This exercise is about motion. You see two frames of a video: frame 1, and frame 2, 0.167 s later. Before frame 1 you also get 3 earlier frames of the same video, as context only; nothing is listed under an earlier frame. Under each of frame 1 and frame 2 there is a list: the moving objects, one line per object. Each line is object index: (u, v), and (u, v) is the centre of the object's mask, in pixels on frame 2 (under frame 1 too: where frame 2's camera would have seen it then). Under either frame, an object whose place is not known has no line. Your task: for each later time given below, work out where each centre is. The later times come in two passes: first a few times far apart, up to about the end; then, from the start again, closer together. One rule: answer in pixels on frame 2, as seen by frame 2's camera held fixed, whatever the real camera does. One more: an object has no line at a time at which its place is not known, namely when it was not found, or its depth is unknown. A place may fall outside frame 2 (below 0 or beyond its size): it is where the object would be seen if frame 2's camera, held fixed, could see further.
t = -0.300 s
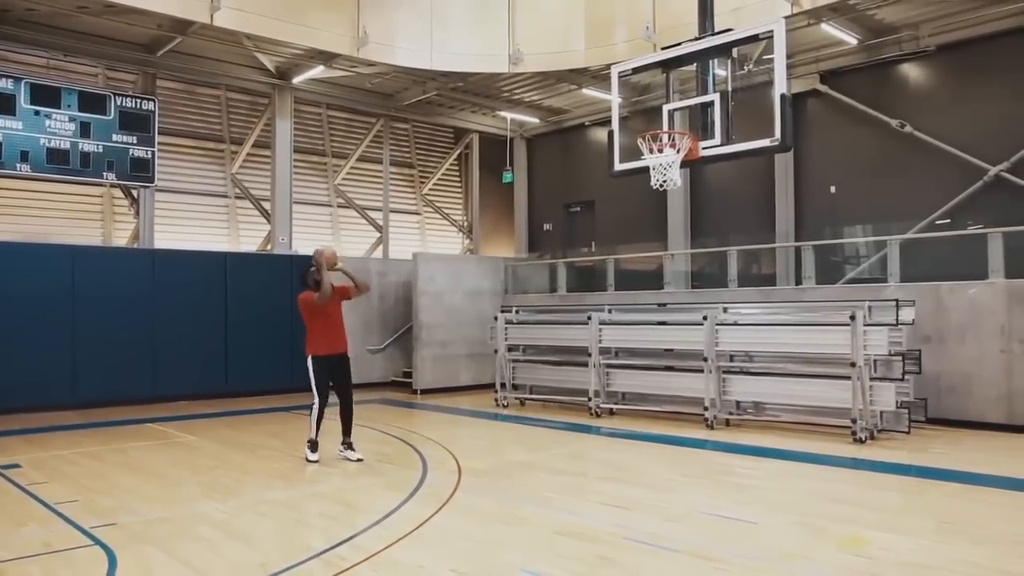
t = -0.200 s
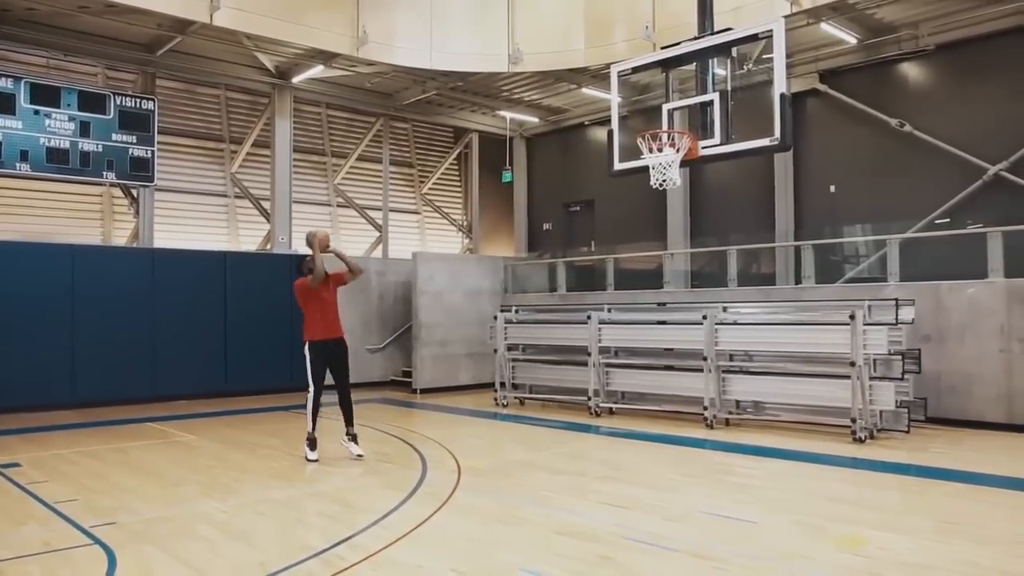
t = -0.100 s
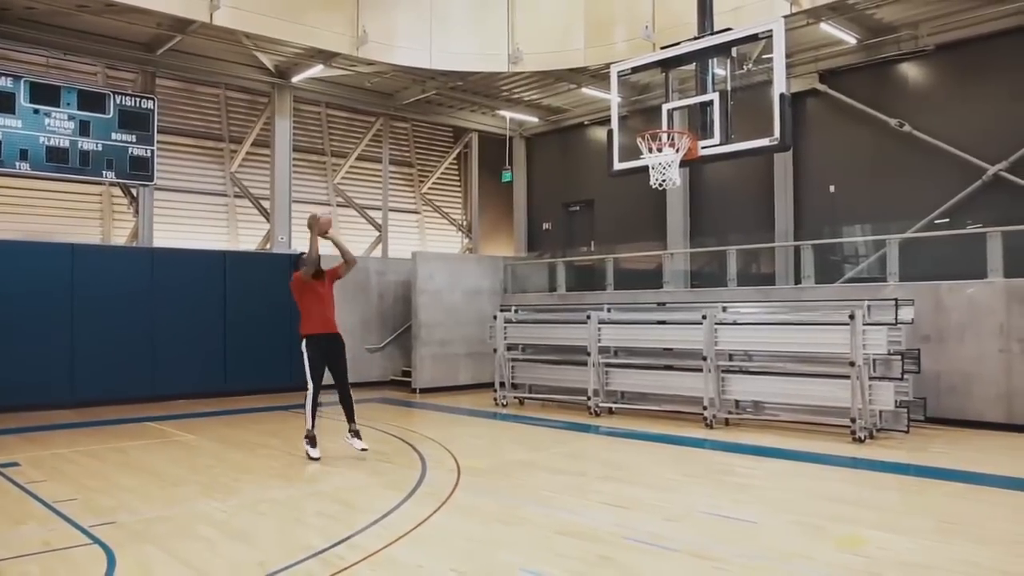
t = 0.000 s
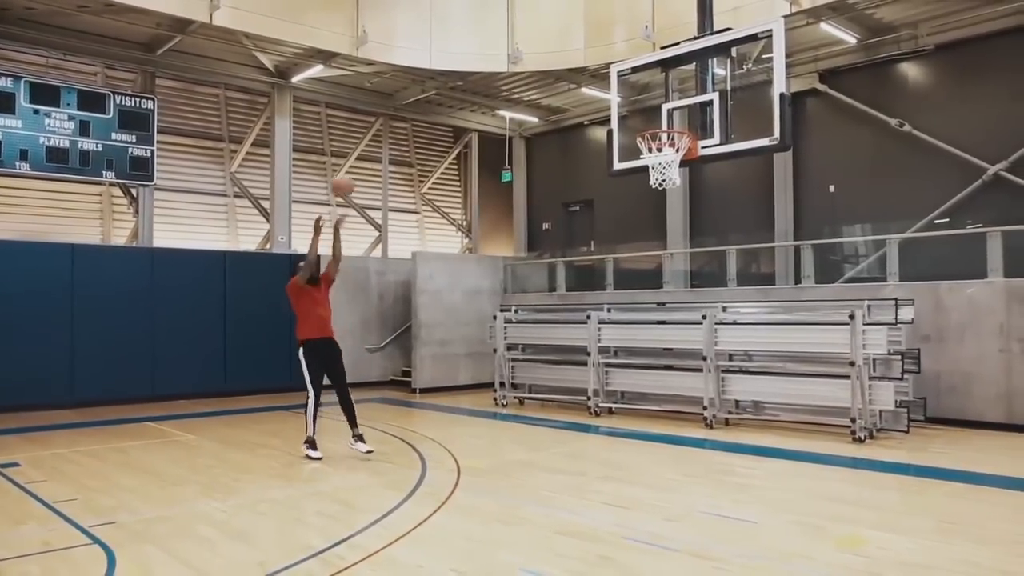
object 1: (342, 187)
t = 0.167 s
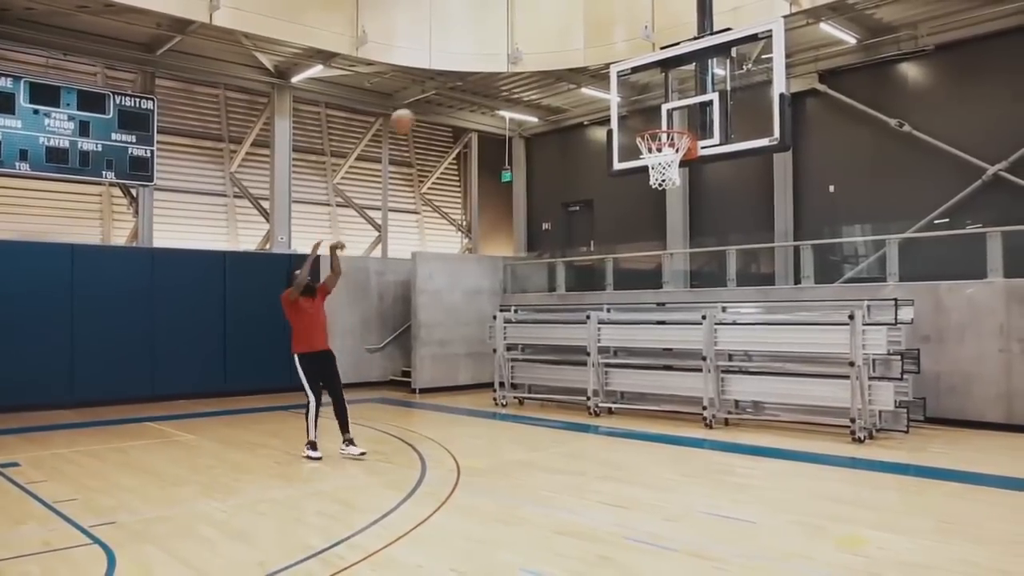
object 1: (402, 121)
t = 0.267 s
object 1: (440, 95)
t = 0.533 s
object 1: (547, 71)
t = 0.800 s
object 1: (660, 121)
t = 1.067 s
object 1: (641, 164)
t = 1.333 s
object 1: (652, 184)
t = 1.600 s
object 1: (669, 273)
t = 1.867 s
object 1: (688, 446)
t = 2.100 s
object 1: (696, 380)
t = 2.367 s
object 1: (706, 331)
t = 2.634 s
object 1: (716, 361)
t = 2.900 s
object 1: (726, 475)
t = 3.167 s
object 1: (734, 407)
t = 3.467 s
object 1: (742, 423)
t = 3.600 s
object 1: (747, 468)
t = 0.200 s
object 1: (415, 110)
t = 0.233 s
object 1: (428, 103)
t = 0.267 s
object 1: (440, 95)
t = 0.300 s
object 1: (453, 89)
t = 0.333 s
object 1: (466, 82)
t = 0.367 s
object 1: (479, 79)
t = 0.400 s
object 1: (491, 76)
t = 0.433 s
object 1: (504, 73)
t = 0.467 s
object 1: (520, 71)
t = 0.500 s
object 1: (533, 71)
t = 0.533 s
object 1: (547, 71)
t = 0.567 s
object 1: (561, 76)
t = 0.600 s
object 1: (575, 78)
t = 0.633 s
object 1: (588, 81)
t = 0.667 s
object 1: (602, 88)
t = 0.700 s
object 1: (616, 95)
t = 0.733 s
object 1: (632, 104)
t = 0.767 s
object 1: (646, 115)
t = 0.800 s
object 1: (660, 121)
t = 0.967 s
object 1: (651, 174)
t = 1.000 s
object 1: (648, 170)
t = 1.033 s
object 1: (644, 167)
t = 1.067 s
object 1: (641, 164)
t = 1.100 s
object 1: (640, 163)
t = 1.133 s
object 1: (640, 162)
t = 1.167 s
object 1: (641, 164)
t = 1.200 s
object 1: (643, 166)
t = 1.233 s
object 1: (645, 169)
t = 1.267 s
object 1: (646, 173)
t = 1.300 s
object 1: (649, 179)
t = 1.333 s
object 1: (652, 184)
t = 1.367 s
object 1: (655, 189)
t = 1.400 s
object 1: (658, 195)
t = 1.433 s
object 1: (659, 203)
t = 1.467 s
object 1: (661, 215)
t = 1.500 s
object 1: (663, 227)
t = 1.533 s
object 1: (665, 239)
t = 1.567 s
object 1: (667, 254)
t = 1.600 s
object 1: (669, 273)
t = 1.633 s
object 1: (672, 288)
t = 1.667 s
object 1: (674, 307)
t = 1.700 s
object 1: (677, 327)
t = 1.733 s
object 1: (679, 349)
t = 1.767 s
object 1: (680, 370)
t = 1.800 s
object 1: (681, 395)
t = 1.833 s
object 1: (684, 418)
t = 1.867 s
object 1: (688, 446)
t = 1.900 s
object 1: (690, 469)
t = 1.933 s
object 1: (691, 450)
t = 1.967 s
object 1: (691, 433)
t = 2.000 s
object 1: (692, 418)
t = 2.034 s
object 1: (692, 408)
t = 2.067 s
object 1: (694, 393)
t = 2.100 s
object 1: (696, 380)
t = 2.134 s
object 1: (697, 369)
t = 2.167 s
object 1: (698, 361)
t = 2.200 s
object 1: (700, 354)
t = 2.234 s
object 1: (699, 348)
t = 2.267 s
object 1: (701, 341)
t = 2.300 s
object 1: (703, 338)
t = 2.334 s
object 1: (704, 333)
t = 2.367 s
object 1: (706, 331)
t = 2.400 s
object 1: (707, 331)
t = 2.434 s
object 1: (708, 331)
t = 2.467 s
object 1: (709, 332)
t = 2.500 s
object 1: (710, 336)
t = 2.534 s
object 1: (712, 339)
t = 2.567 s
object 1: (713, 345)
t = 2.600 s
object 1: (714, 353)
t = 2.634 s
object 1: (716, 361)
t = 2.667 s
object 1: (718, 371)
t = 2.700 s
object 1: (719, 382)
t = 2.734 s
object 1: (720, 394)
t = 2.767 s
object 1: (722, 409)
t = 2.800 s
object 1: (722, 422)
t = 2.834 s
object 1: (725, 441)
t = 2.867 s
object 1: (725, 458)
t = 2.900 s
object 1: (726, 475)
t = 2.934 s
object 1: (727, 462)
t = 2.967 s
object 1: (728, 450)
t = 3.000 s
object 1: (729, 439)
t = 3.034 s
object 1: (729, 429)
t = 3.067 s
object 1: (730, 422)
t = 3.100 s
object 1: (730, 414)
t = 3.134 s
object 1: (732, 411)
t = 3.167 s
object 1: (734, 407)
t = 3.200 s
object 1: (735, 404)
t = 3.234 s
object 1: (735, 403)
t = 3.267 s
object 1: (736, 403)
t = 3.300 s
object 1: (737, 403)
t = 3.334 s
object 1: (736, 402)
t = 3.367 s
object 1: (739, 408)
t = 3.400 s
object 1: (739, 409)
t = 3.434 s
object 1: (741, 415)
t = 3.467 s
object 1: (742, 423)
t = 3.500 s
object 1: (743, 432)
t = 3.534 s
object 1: (745, 443)
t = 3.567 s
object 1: (747, 455)
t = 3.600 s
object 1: (747, 468)
